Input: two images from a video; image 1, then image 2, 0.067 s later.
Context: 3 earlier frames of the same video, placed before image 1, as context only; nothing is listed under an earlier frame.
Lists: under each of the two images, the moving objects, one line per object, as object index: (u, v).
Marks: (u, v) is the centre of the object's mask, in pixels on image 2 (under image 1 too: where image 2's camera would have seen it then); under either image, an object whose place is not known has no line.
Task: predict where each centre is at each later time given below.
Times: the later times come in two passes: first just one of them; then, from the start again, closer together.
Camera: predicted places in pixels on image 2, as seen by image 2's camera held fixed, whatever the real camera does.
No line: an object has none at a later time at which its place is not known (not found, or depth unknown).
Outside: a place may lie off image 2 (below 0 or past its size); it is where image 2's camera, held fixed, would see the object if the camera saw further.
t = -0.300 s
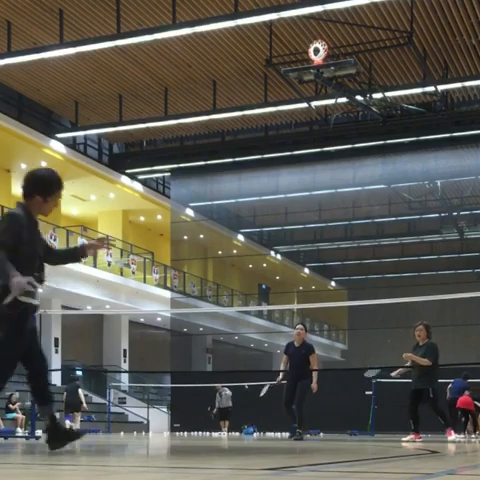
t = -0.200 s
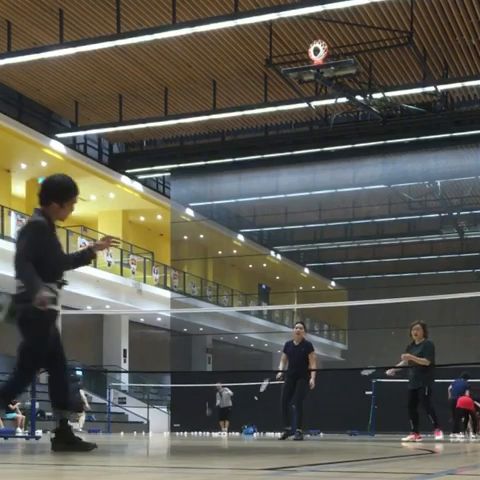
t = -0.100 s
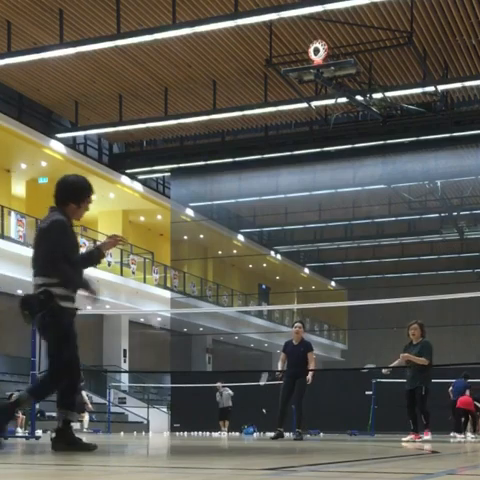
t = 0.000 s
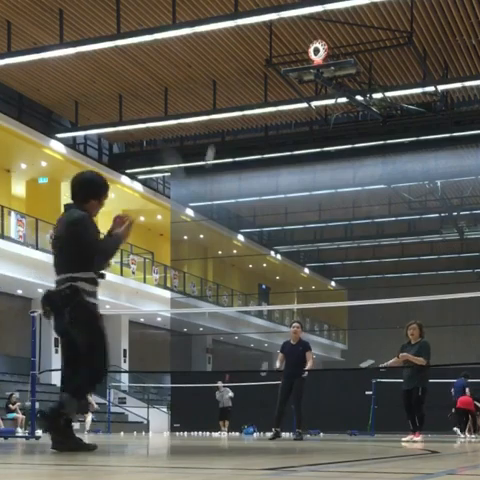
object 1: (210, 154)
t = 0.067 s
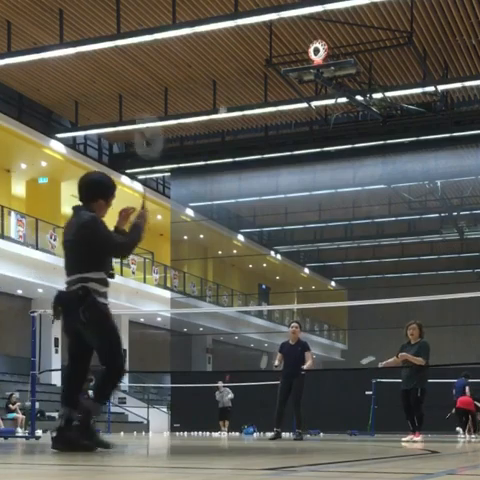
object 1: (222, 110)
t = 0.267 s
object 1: (244, 62)
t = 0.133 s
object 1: (231, 87)
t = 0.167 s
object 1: (234, 78)
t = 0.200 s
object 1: (238, 71)
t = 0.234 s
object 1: (241, 65)
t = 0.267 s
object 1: (244, 62)
